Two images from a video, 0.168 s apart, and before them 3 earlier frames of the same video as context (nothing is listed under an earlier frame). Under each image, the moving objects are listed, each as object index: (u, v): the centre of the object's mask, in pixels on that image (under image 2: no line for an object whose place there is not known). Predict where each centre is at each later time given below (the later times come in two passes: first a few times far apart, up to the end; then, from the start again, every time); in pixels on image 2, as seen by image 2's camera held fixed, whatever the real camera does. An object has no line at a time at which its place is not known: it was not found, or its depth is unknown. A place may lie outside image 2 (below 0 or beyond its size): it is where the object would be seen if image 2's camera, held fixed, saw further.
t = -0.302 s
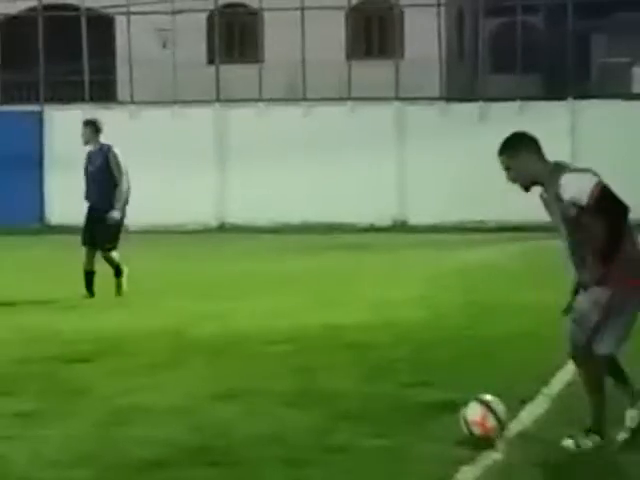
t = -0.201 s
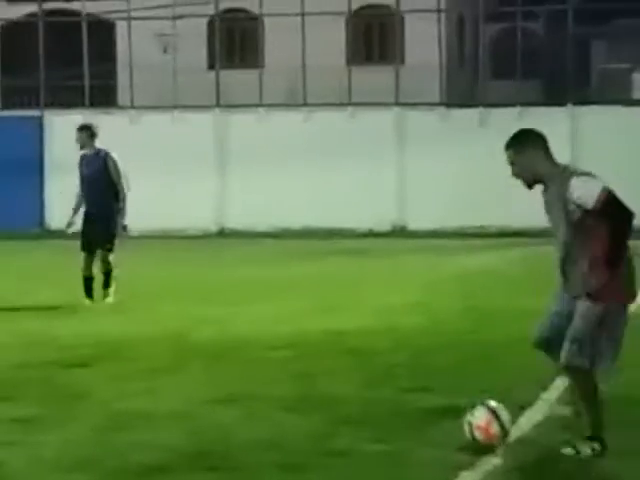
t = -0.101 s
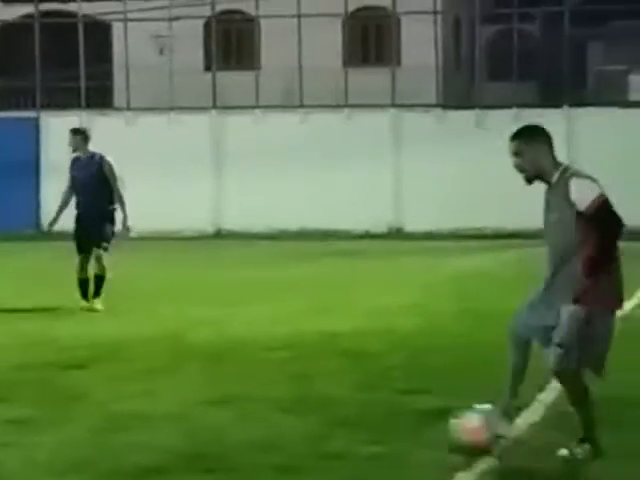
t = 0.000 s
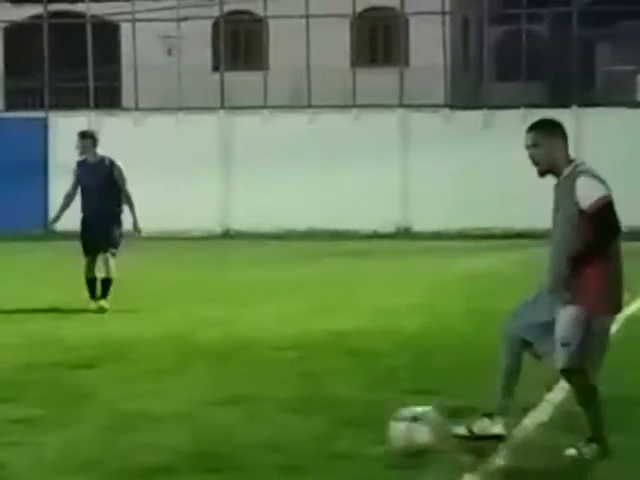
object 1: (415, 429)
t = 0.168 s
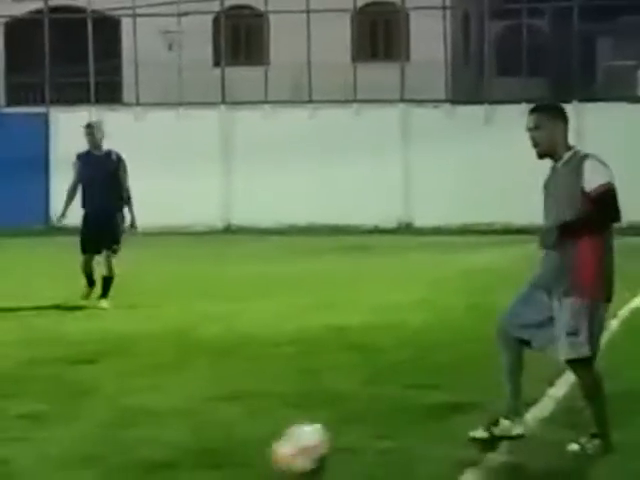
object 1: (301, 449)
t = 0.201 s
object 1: (279, 453)
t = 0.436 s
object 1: (135, 476)
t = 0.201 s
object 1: (279, 453)
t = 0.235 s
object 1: (259, 453)
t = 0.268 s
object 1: (237, 456)
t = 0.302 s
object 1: (214, 461)
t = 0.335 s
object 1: (192, 468)
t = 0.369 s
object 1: (171, 472)
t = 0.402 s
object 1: (153, 473)
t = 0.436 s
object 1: (135, 476)
